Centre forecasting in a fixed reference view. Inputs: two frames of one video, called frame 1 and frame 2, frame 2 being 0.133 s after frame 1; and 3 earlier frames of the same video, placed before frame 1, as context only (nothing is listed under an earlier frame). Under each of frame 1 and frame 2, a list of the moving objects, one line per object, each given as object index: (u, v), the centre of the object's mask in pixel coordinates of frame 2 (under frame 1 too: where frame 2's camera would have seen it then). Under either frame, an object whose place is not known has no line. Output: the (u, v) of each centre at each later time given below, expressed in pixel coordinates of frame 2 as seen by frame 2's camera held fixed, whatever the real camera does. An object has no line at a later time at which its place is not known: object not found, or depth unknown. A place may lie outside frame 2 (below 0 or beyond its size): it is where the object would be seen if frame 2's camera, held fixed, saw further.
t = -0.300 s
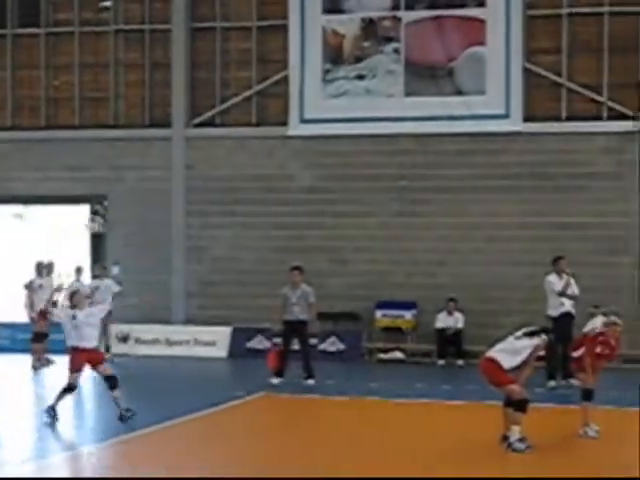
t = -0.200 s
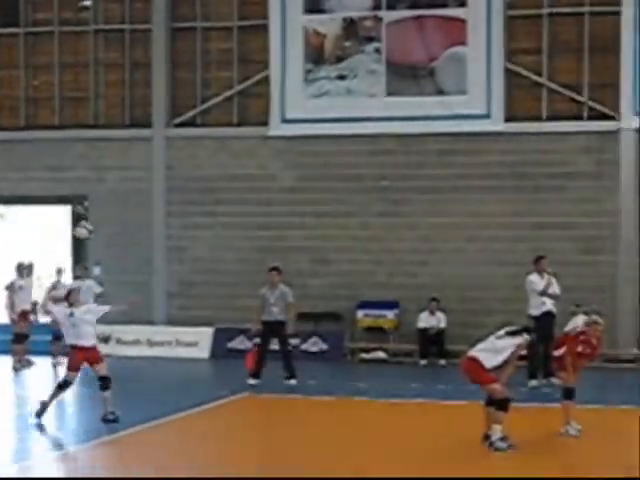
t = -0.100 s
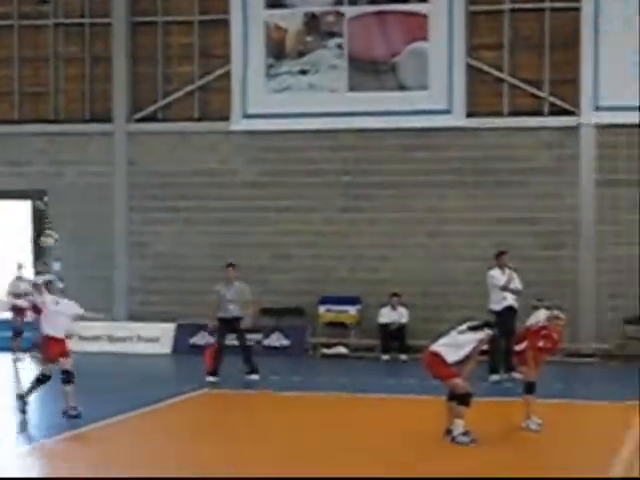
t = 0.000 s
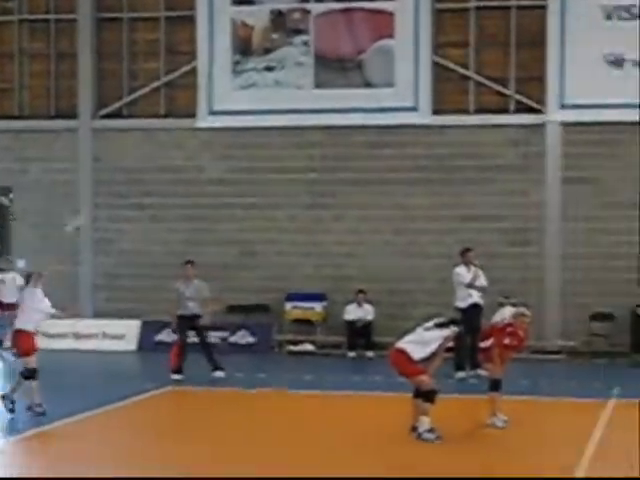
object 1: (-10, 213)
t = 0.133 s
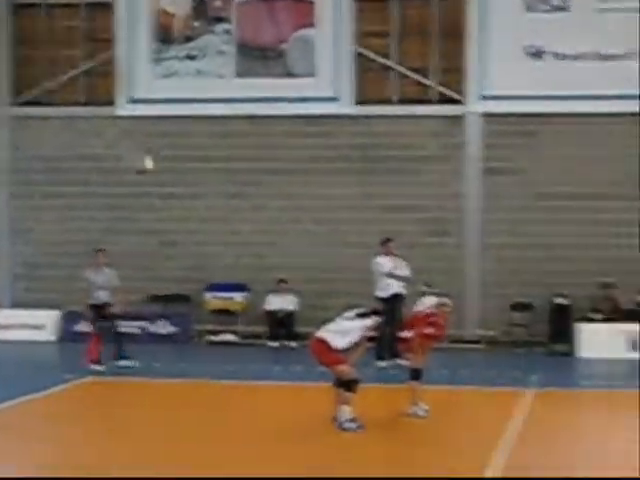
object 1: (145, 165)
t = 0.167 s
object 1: (184, 155)
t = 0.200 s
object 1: (224, 147)
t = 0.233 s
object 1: (263, 140)
